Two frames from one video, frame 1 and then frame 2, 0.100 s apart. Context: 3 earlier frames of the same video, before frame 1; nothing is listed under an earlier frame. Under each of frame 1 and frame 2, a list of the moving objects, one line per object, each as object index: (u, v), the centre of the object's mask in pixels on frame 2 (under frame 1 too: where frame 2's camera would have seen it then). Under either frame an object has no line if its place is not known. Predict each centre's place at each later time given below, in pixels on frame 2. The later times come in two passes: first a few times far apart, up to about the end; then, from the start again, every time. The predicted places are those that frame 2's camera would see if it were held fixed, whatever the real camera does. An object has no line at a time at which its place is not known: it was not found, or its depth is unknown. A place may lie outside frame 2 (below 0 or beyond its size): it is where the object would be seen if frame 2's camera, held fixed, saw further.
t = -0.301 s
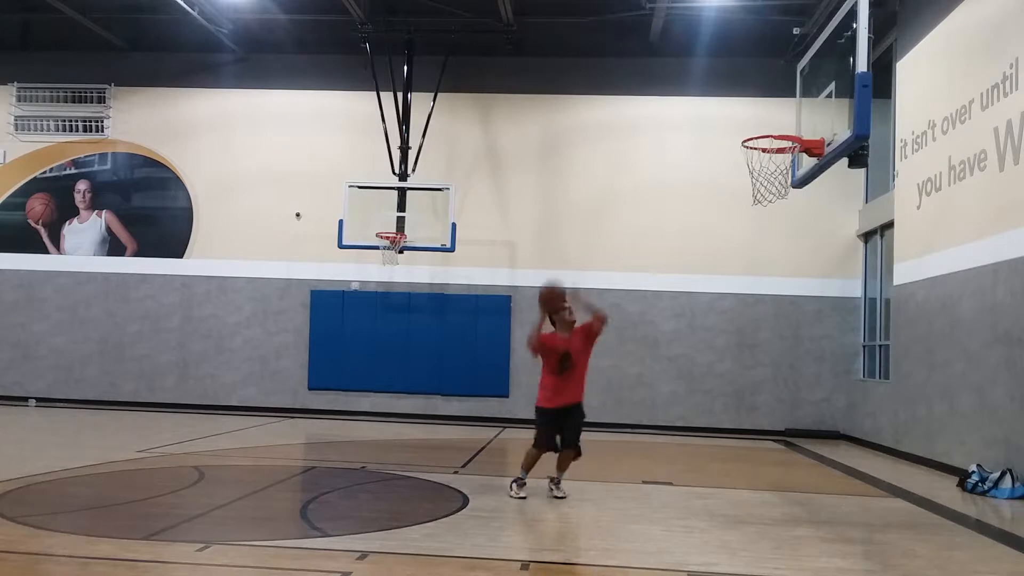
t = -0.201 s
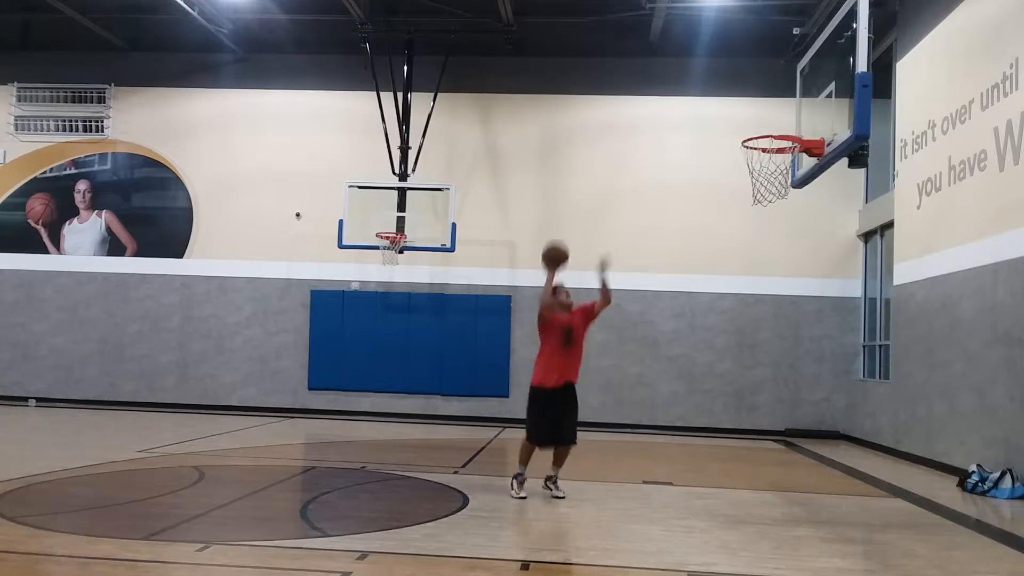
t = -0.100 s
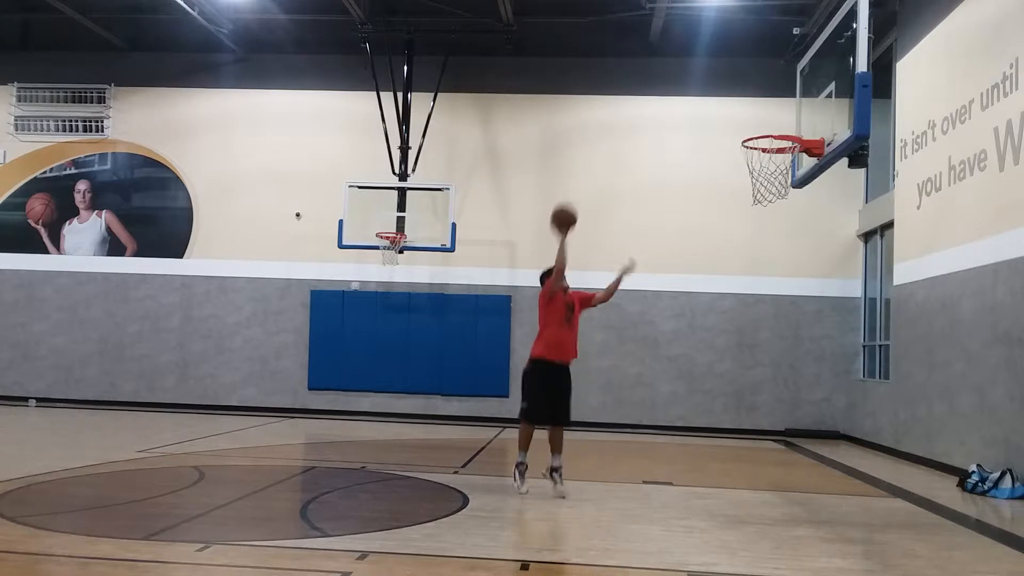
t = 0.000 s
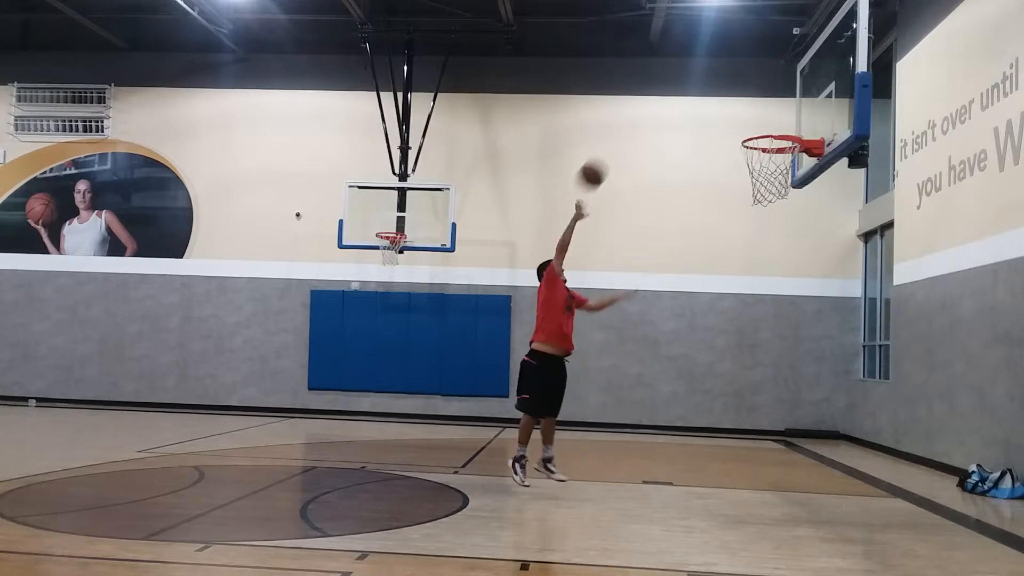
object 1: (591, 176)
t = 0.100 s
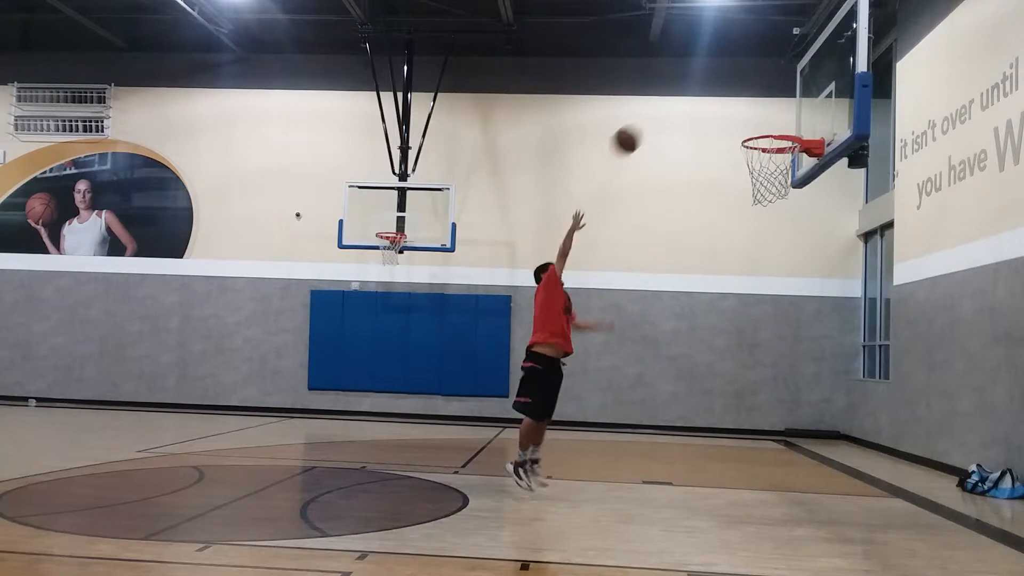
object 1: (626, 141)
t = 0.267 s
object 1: (683, 107)
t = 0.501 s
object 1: (764, 114)
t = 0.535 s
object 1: (775, 120)
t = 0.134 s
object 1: (638, 131)
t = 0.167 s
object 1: (649, 124)
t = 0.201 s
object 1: (660, 117)
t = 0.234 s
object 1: (672, 112)
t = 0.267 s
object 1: (683, 107)
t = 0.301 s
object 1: (695, 105)
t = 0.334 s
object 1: (706, 103)
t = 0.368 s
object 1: (717, 103)
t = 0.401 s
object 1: (729, 103)
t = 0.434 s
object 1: (740, 106)
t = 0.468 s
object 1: (753, 110)
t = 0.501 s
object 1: (764, 114)
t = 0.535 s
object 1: (775, 120)
